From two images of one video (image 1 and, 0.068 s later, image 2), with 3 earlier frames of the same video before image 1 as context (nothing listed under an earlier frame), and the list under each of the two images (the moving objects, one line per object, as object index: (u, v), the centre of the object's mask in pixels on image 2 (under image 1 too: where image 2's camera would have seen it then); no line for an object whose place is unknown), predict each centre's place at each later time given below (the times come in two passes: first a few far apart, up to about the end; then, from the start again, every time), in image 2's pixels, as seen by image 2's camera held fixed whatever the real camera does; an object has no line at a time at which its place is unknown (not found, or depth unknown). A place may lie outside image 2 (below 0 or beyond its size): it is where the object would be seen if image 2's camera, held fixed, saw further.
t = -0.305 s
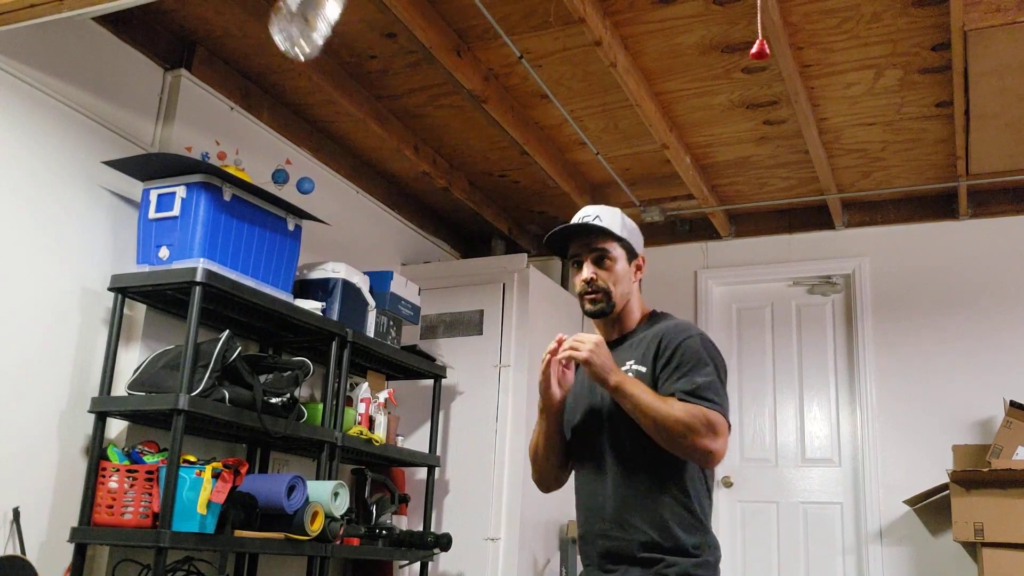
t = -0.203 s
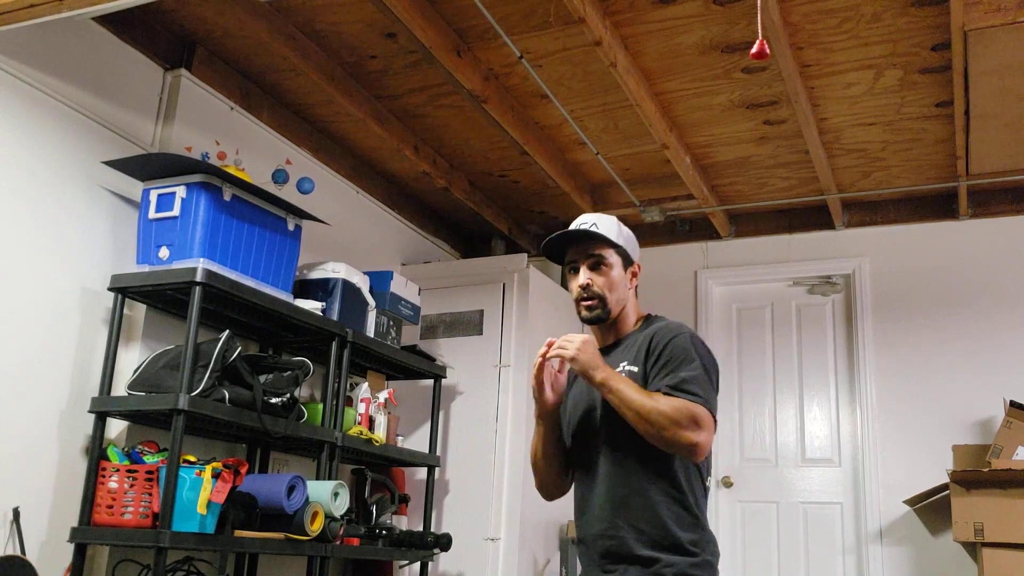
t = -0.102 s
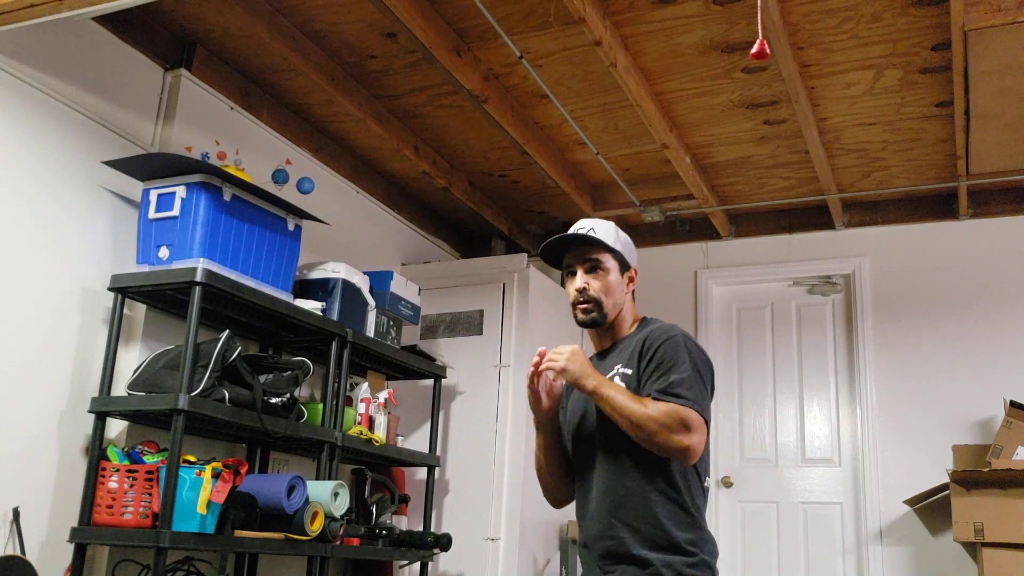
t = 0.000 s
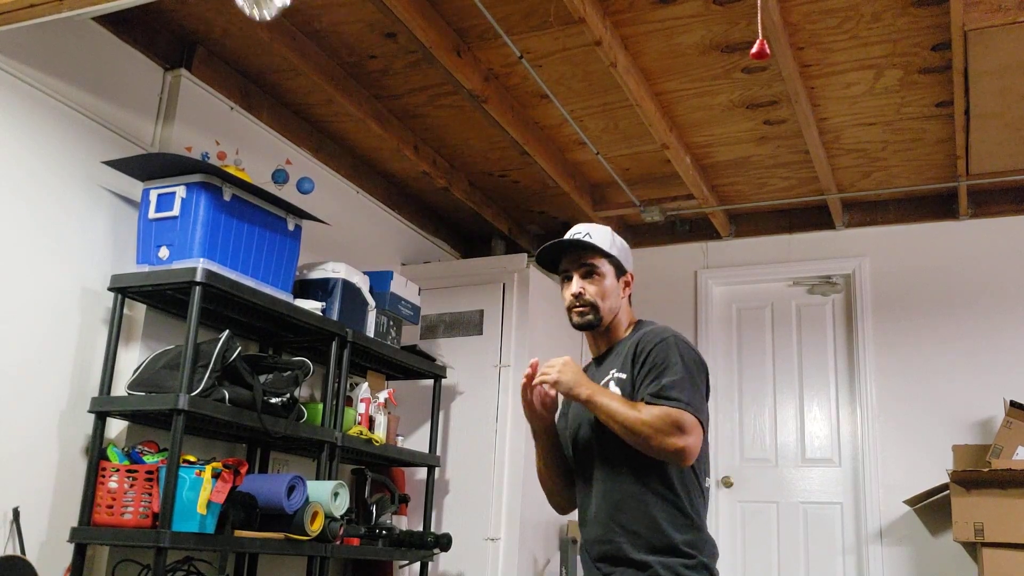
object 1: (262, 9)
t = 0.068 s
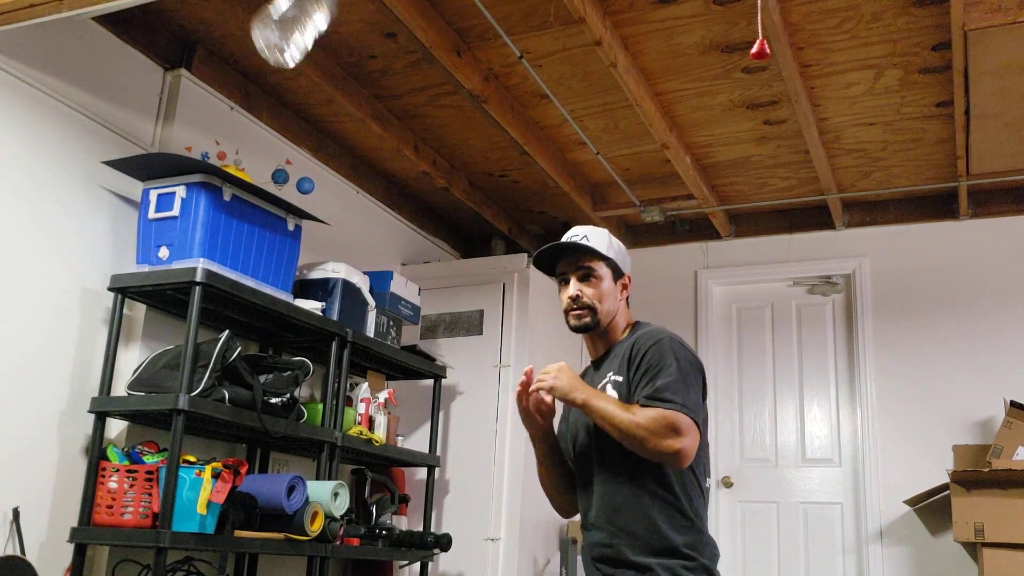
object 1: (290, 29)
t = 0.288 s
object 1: (409, 190)
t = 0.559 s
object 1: (547, 267)
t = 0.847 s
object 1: (609, 245)
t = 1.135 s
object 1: (603, 256)
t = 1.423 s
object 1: (511, 252)
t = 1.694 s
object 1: (356, 100)
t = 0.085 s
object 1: (299, 37)
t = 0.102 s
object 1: (308, 46)
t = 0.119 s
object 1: (315, 58)
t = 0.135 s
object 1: (324, 71)
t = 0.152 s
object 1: (332, 86)
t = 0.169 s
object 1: (341, 100)
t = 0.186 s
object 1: (349, 114)
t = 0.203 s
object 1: (359, 128)
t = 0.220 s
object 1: (369, 140)
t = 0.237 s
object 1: (379, 154)
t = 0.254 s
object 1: (388, 167)
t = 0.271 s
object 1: (398, 179)
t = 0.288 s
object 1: (409, 190)
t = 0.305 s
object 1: (419, 201)
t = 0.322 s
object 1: (429, 211)
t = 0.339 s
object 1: (439, 221)
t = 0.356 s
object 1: (449, 229)
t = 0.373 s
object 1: (458, 236)
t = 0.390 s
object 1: (468, 242)
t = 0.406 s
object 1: (477, 248)
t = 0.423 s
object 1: (487, 252)
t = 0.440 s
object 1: (495, 257)
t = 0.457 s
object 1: (505, 260)
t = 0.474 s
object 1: (511, 263)
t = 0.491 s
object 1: (520, 265)
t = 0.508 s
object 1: (526, 267)
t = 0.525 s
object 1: (534, 267)
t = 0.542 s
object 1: (541, 268)
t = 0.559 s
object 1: (547, 267)
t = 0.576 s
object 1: (554, 267)
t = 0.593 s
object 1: (560, 266)
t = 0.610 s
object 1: (565, 265)
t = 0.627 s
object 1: (570, 265)
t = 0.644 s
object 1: (574, 264)
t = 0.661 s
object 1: (579, 261)
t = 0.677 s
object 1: (583, 261)
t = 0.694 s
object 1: (587, 259)
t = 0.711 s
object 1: (591, 257)
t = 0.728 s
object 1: (593, 255)
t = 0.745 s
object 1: (597, 254)
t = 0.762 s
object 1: (600, 252)
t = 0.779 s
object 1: (602, 250)
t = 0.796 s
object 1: (605, 248)
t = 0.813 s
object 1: (606, 247)
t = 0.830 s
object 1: (608, 246)
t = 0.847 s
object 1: (609, 245)
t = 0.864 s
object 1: (610, 244)
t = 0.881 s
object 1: (610, 241)
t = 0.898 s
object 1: (610, 237)
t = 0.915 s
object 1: (609, 220)
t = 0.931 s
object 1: (609, 220)
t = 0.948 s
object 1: (611, 218)
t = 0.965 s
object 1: (611, 219)
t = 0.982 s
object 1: (612, 221)
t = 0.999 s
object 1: (613, 226)
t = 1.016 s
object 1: (612, 232)
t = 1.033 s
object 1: (613, 238)
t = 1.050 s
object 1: (613, 246)
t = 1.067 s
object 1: (611, 249)
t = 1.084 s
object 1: (609, 251)
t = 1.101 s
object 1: (607, 252)
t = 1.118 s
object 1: (605, 254)
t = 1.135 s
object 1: (603, 256)
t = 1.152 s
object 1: (600, 258)
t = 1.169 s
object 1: (598, 258)
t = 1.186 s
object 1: (594, 260)
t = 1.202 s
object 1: (590, 262)
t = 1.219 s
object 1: (587, 264)
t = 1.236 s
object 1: (583, 265)
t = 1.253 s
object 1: (578, 266)
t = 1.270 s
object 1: (573, 267)
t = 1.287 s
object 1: (567, 267)
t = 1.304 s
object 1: (562, 266)
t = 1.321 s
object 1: (556, 266)
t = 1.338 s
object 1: (549, 266)
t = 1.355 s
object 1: (542, 264)
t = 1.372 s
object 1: (535, 262)
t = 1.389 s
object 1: (528, 259)
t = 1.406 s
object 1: (520, 256)
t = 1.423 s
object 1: (511, 252)
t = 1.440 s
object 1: (503, 247)
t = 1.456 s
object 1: (494, 242)
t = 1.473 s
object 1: (485, 236)
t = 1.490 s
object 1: (476, 230)
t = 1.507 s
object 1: (466, 222)
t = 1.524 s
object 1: (457, 214)
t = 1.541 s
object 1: (446, 205)
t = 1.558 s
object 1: (436, 195)
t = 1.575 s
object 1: (427, 185)
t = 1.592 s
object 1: (416, 174)
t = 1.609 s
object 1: (406, 163)
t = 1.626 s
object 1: (396, 151)
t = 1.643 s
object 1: (386, 139)
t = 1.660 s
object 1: (375, 126)
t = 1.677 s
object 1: (365, 113)
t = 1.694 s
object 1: (356, 100)
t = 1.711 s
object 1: (347, 86)
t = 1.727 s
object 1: (338, 75)
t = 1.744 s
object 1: (329, 62)
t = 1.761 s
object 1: (321, 52)
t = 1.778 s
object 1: (312, 44)
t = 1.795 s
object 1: (303, 37)
